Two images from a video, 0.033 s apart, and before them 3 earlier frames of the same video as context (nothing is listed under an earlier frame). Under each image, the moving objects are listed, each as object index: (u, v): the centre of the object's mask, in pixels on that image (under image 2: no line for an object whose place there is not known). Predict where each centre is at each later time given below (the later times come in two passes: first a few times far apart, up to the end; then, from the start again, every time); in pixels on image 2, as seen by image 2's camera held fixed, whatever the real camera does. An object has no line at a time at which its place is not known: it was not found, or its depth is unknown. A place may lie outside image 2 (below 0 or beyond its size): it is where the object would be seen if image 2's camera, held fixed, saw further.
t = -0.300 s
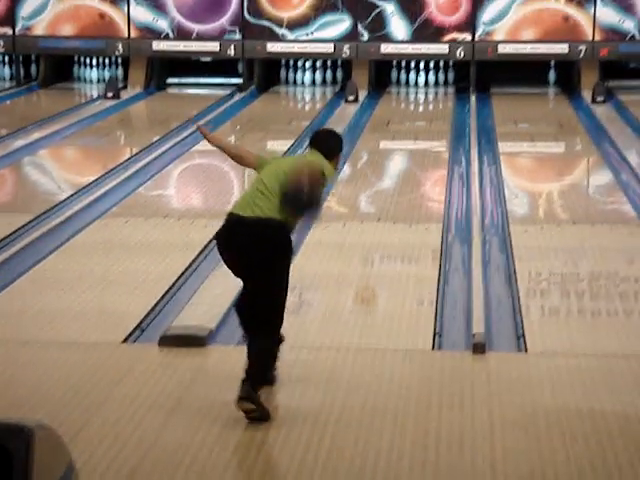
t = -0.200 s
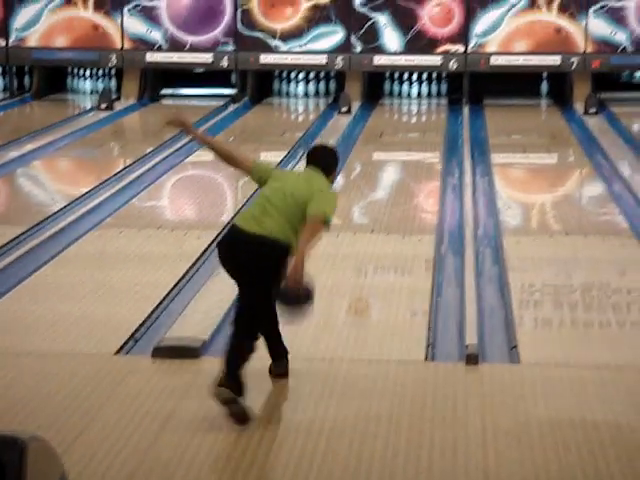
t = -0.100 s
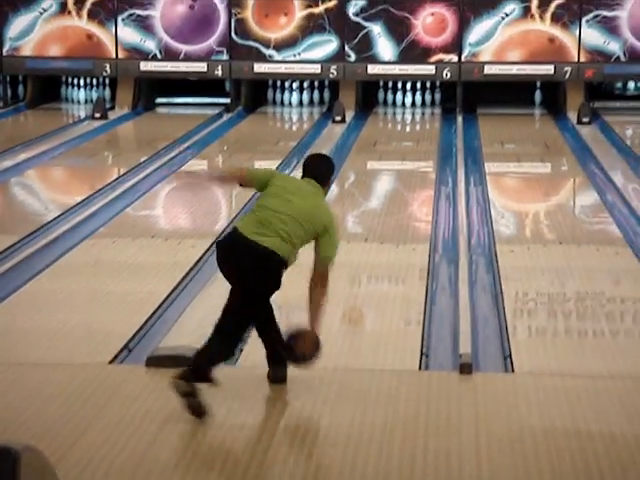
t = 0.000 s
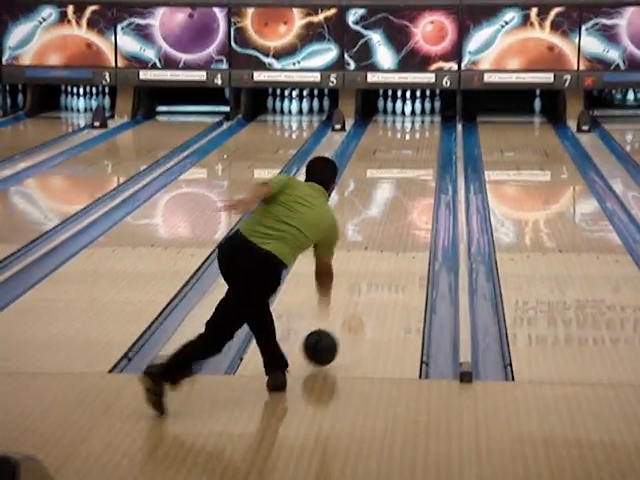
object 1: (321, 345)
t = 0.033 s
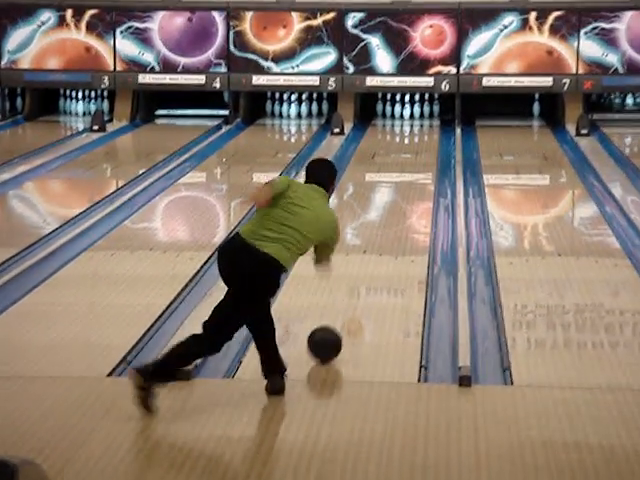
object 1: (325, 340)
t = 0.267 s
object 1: (359, 269)
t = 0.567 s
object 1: (382, 234)
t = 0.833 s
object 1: (399, 202)
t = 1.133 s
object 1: (412, 174)
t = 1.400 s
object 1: (419, 154)
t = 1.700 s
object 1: (423, 137)
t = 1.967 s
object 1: (422, 125)
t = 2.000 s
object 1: (421, 123)
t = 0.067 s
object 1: (330, 331)
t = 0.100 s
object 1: (335, 322)
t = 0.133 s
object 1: (340, 314)
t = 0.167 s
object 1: (344, 306)
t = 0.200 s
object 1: (348, 297)
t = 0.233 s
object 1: (356, 281)
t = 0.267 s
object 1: (359, 269)
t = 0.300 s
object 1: (362, 264)
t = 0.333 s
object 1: (365, 262)
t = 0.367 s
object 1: (366, 257)
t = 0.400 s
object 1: (369, 253)
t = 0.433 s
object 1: (372, 248)
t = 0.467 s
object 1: (375, 243)
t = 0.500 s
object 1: (378, 238)
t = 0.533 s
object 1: (382, 233)
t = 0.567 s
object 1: (382, 234)
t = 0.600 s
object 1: (386, 229)
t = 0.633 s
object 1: (387, 225)
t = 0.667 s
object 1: (389, 221)
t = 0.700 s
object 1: (391, 216)
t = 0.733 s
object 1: (393, 212)
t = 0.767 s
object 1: (395, 209)
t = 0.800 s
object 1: (397, 206)
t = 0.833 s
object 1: (399, 202)
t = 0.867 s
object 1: (400, 199)
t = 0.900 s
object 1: (402, 195)
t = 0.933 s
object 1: (404, 192)
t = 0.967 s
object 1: (405, 189)
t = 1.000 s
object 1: (406, 186)
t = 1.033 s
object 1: (408, 183)
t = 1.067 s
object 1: (409, 180)
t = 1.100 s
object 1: (410, 177)
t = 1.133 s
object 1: (412, 174)
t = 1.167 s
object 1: (413, 172)
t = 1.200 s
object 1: (414, 169)
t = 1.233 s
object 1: (415, 166)
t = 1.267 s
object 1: (416, 164)
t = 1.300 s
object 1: (417, 162)
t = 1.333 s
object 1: (418, 159)
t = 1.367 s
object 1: (419, 157)
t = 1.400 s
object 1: (419, 154)
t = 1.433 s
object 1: (420, 153)
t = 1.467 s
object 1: (421, 150)
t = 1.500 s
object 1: (421, 149)
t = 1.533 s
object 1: (422, 146)
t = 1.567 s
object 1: (422, 144)
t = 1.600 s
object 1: (422, 143)
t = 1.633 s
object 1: (423, 141)
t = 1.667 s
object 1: (424, 138)
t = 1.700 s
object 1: (423, 137)
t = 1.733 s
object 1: (423, 135)
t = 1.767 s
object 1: (423, 134)
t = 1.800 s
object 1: (423, 132)
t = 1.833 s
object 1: (423, 130)
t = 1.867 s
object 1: (423, 129)
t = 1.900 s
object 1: (422, 127)
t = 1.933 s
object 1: (421, 126)
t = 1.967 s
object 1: (422, 125)
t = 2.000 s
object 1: (421, 123)
